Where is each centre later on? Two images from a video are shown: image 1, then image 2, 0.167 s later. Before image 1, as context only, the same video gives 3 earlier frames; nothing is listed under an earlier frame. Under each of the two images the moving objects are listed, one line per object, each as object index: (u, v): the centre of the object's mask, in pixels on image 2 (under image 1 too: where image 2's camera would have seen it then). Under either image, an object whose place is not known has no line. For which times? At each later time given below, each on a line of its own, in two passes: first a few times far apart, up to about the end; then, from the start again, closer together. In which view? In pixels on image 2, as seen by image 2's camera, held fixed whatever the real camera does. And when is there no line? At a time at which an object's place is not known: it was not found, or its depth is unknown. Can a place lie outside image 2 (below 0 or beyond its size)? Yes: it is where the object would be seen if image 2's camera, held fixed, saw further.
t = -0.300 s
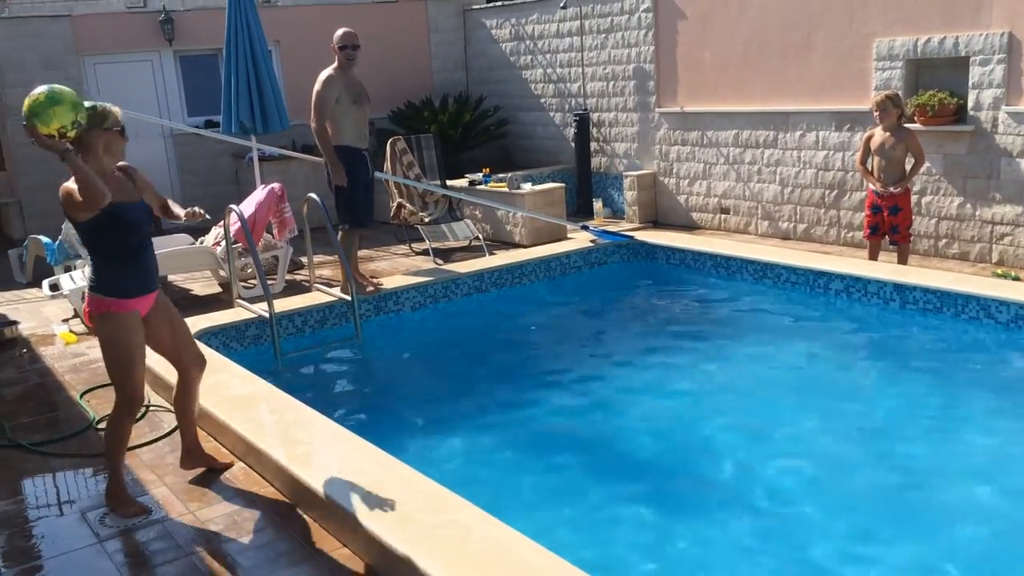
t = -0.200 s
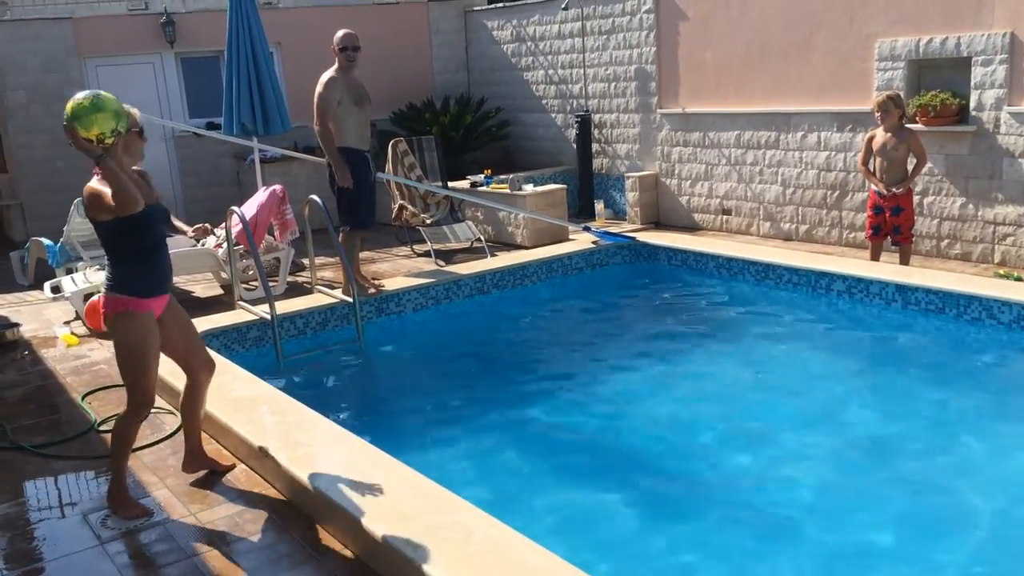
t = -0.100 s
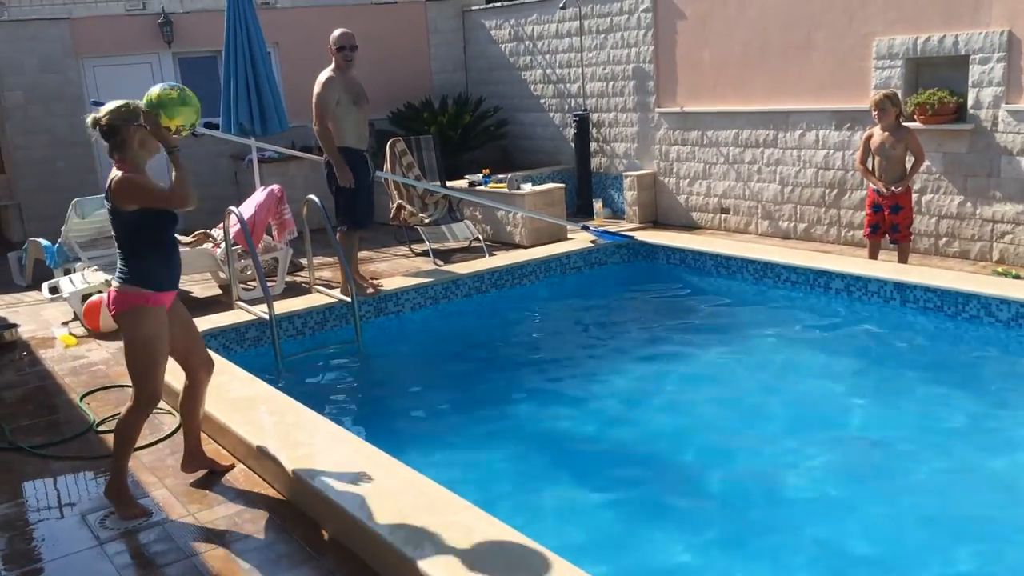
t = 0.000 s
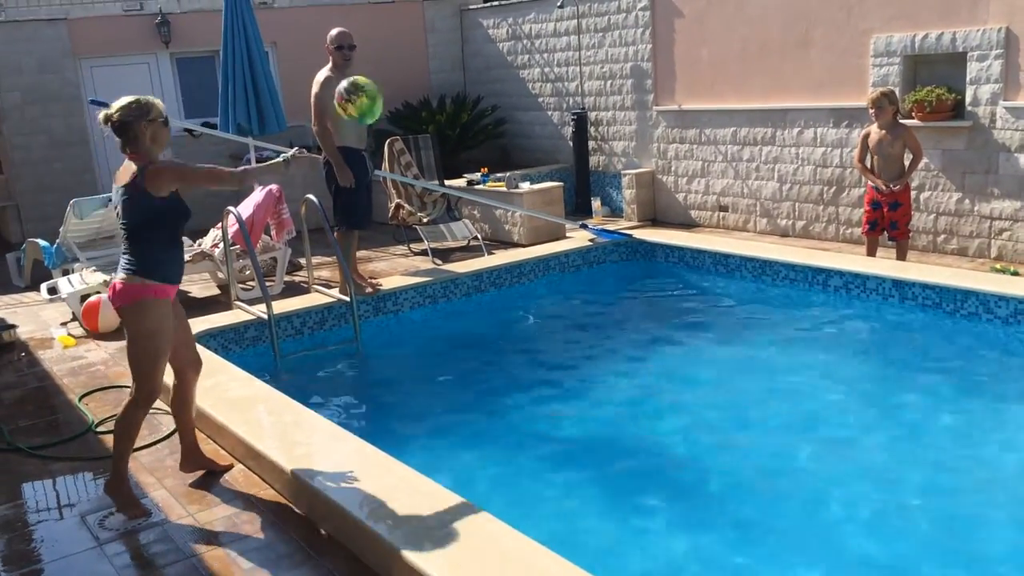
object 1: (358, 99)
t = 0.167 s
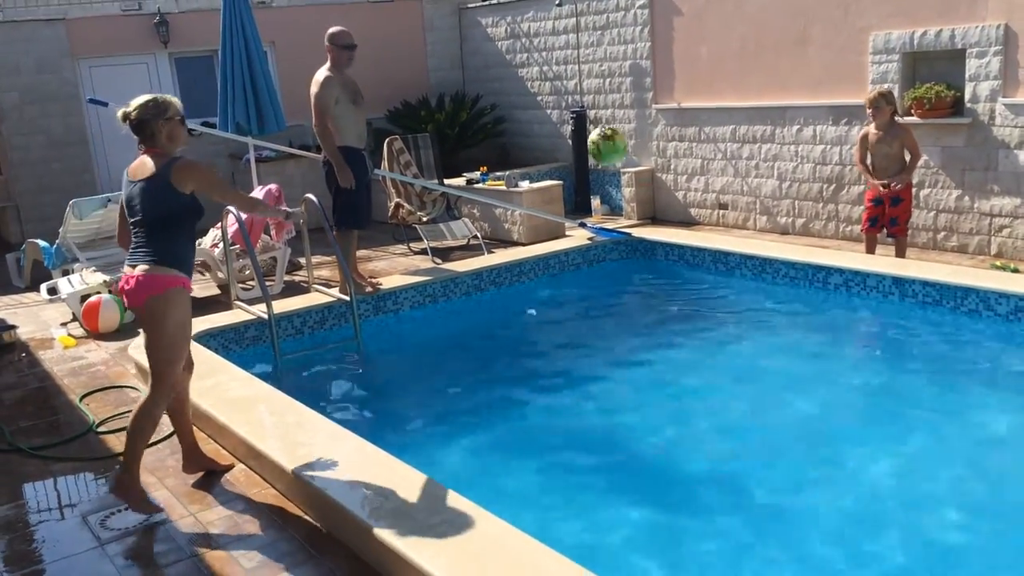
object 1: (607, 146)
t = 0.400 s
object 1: (803, 256)
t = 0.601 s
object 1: (657, 260)
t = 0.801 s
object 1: (481, 317)
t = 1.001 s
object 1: (339, 419)
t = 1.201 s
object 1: (358, 415)
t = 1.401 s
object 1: (386, 413)
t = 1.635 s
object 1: (405, 405)
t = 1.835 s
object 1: (423, 400)
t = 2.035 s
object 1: (441, 394)
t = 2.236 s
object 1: (457, 390)
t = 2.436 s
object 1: (470, 386)
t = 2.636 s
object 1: (481, 386)
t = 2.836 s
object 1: (491, 384)
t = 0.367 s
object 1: (780, 238)
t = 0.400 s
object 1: (803, 256)
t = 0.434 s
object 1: (788, 258)
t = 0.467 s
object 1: (763, 256)
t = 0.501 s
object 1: (738, 255)
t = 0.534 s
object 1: (711, 255)
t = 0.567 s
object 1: (684, 257)
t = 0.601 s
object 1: (657, 260)
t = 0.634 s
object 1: (630, 265)
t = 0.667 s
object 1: (601, 271)
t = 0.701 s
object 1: (572, 278)
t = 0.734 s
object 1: (543, 289)
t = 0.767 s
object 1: (512, 302)
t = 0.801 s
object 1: (481, 317)
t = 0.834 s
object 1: (448, 335)
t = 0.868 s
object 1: (416, 356)
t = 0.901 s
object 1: (382, 381)
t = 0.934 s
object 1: (350, 407)
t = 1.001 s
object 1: (339, 419)
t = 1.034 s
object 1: (343, 419)
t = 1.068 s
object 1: (345, 420)
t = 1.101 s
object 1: (346, 419)
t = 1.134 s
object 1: (349, 418)
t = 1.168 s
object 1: (353, 416)
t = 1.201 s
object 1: (358, 415)
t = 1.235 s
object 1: (364, 415)
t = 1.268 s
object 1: (370, 415)
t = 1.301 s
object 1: (376, 415)
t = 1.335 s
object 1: (380, 414)
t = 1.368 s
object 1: (383, 413)
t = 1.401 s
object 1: (386, 413)
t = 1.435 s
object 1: (388, 411)
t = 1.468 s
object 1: (390, 410)
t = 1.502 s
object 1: (394, 409)
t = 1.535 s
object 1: (396, 407)
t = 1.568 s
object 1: (400, 406)
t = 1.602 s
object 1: (403, 406)
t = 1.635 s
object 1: (405, 405)
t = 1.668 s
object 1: (409, 404)
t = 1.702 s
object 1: (411, 403)
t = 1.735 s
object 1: (414, 402)
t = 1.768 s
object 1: (417, 401)
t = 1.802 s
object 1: (420, 401)
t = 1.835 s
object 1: (423, 400)
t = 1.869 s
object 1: (427, 400)
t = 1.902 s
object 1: (430, 399)
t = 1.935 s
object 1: (433, 398)
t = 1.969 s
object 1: (435, 397)
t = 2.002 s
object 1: (439, 396)
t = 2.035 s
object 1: (441, 394)
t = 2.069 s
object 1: (444, 393)
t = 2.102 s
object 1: (447, 392)
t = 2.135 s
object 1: (449, 391)
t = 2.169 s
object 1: (452, 391)
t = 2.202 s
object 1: (454, 390)
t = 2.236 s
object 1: (457, 390)
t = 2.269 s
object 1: (459, 389)
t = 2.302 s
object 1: (462, 389)
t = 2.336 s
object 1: (464, 388)
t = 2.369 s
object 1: (466, 388)
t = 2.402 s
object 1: (468, 387)
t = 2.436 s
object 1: (470, 386)
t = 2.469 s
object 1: (472, 386)
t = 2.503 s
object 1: (474, 385)
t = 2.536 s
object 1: (476, 385)
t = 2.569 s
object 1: (478, 385)
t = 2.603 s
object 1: (480, 385)
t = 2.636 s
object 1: (481, 386)
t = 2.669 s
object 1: (483, 386)
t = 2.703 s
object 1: (485, 385)
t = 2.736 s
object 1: (486, 385)
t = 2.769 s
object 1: (488, 385)
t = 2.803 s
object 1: (489, 385)
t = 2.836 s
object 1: (491, 384)
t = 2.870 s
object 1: (492, 384)
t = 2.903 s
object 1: (494, 384)
